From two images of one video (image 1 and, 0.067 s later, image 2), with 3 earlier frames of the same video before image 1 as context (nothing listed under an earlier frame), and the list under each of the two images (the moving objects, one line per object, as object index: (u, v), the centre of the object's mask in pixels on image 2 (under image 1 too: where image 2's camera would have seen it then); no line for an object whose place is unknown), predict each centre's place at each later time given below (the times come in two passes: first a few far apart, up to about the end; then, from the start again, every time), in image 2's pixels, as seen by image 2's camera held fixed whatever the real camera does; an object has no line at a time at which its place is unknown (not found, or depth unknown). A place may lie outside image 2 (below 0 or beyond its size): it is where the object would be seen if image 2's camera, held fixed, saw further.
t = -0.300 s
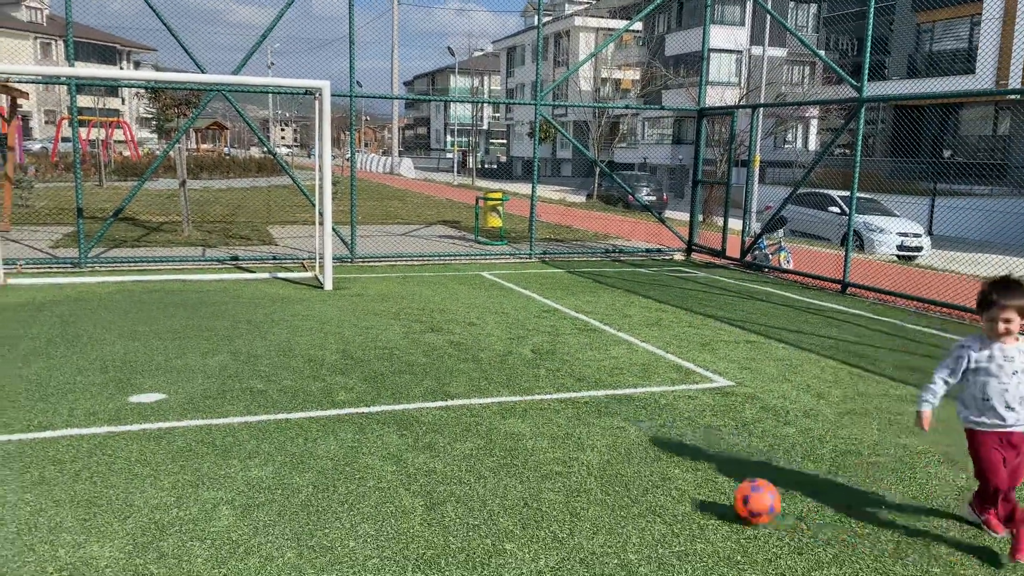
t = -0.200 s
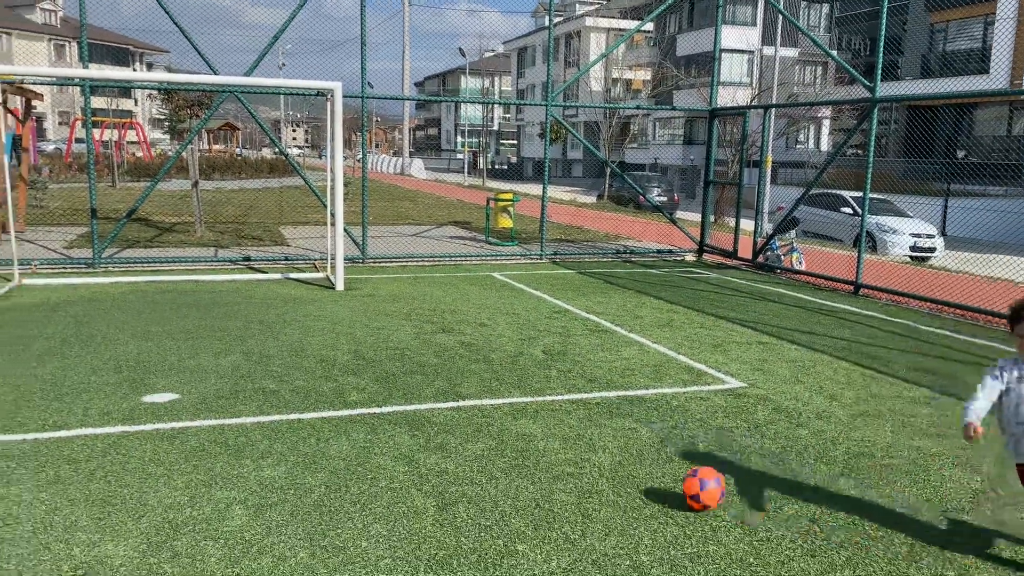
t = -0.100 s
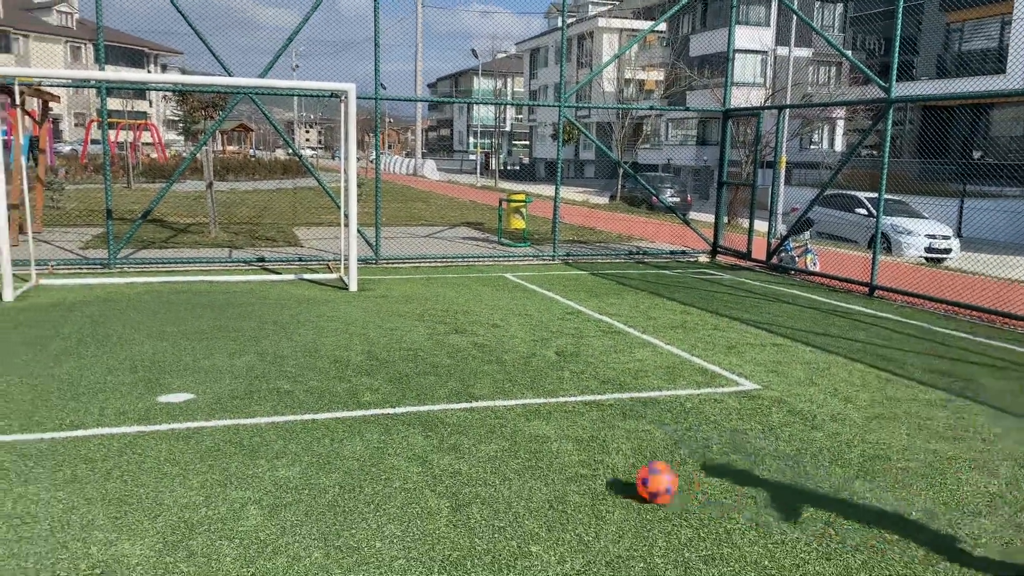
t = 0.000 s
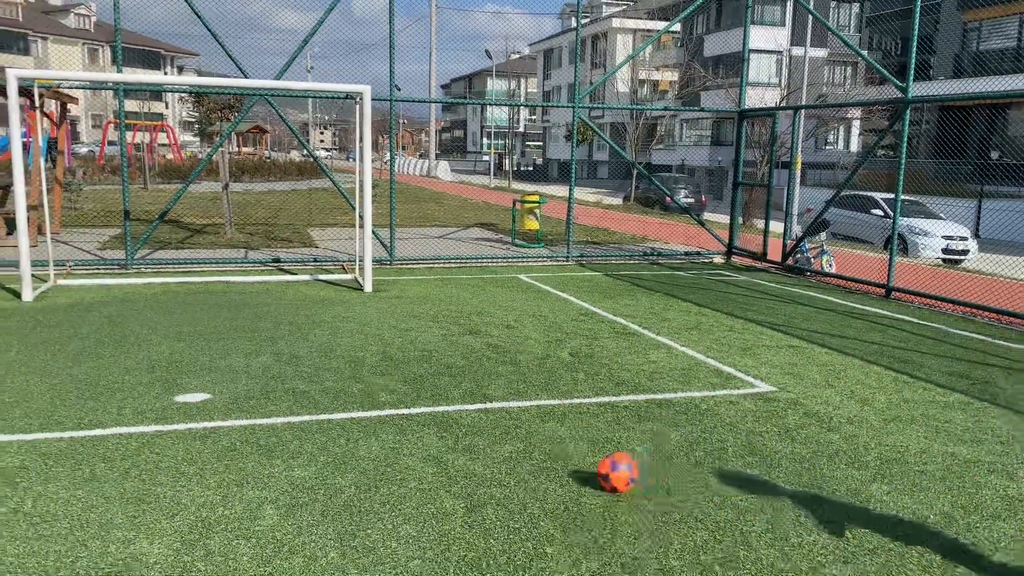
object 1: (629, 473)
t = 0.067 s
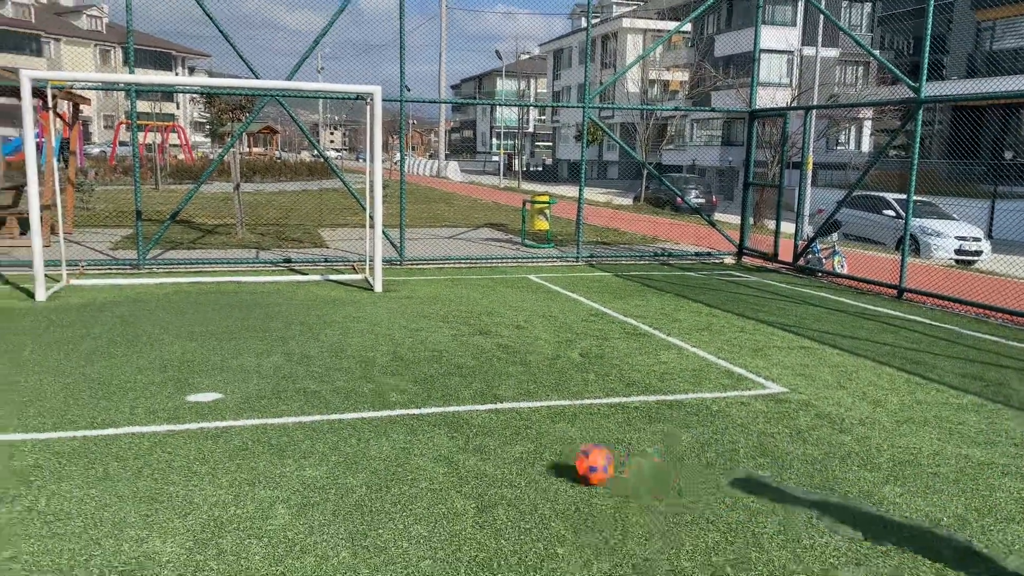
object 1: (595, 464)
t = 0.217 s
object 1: (525, 449)
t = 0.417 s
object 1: (446, 429)
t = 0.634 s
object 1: (376, 411)
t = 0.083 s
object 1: (586, 464)
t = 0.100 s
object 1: (577, 461)
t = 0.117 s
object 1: (570, 460)
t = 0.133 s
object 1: (561, 457)
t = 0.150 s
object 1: (553, 456)
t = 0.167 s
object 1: (546, 454)
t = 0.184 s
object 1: (539, 452)
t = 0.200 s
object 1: (531, 450)
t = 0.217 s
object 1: (525, 449)
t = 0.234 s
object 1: (517, 447)
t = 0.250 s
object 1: (512, 445)
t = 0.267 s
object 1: (504, 443)
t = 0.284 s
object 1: (497, 441)
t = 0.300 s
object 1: (490, 440)
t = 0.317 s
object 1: (484, 438)
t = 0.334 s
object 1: (477, 437)
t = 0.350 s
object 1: (471, 435)
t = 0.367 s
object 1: (465, 434)
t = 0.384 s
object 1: (459, 432)
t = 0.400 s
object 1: (452, 430)
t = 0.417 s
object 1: (446, 429)
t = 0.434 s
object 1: (440, 427)
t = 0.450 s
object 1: (434, 427)
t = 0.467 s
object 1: (429, 425)
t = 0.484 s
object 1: (424, 425)
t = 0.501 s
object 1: (418, 423)
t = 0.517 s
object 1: (413, 421)
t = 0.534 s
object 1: (406, 420)
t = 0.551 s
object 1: (402, 419)
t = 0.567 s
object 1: (396, 418)
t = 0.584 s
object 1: (391, 417)
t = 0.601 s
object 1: (386, 415)
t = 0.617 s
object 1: (381, 413)
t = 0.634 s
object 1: (376, 411)
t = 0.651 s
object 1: (371, 411)
